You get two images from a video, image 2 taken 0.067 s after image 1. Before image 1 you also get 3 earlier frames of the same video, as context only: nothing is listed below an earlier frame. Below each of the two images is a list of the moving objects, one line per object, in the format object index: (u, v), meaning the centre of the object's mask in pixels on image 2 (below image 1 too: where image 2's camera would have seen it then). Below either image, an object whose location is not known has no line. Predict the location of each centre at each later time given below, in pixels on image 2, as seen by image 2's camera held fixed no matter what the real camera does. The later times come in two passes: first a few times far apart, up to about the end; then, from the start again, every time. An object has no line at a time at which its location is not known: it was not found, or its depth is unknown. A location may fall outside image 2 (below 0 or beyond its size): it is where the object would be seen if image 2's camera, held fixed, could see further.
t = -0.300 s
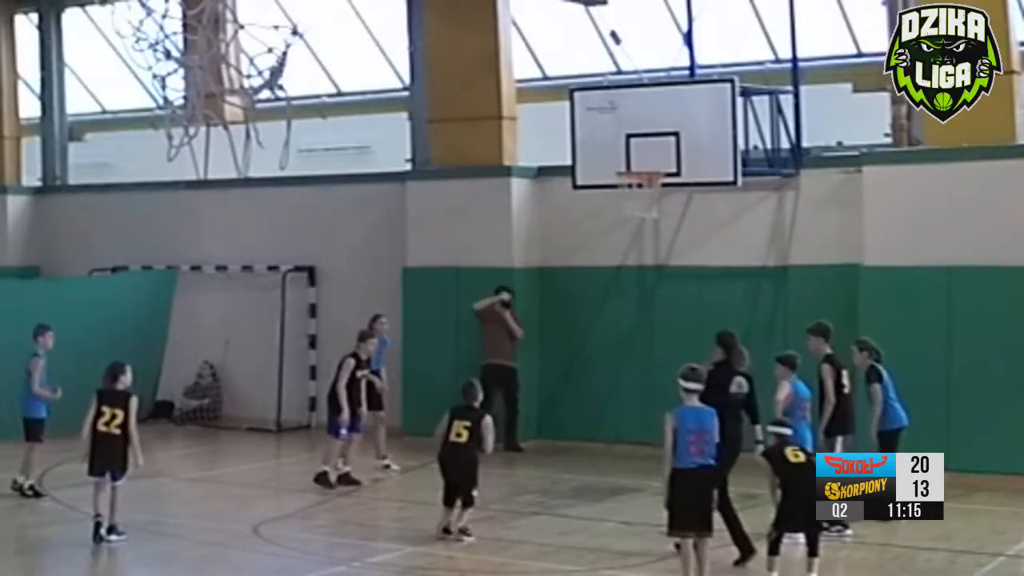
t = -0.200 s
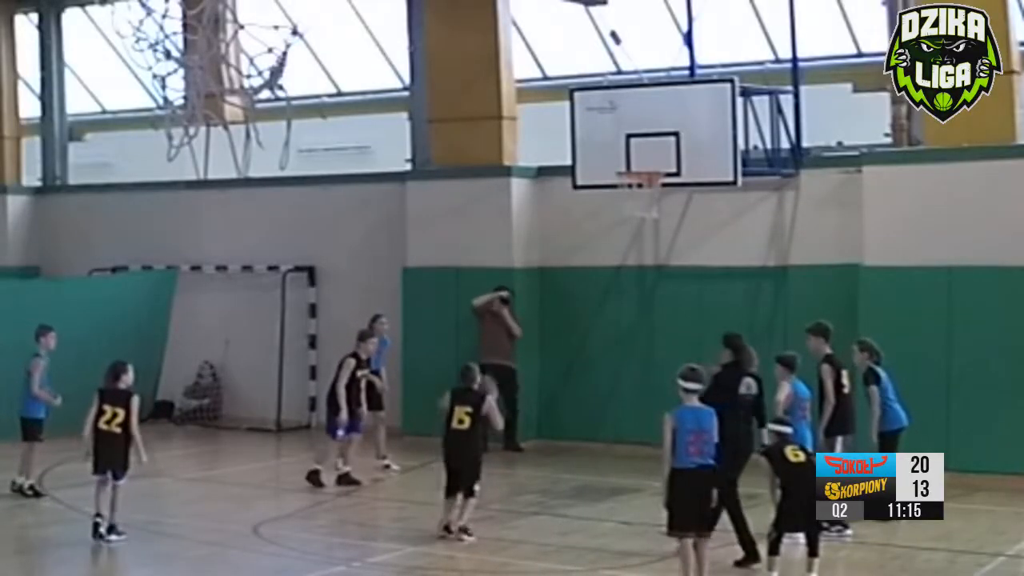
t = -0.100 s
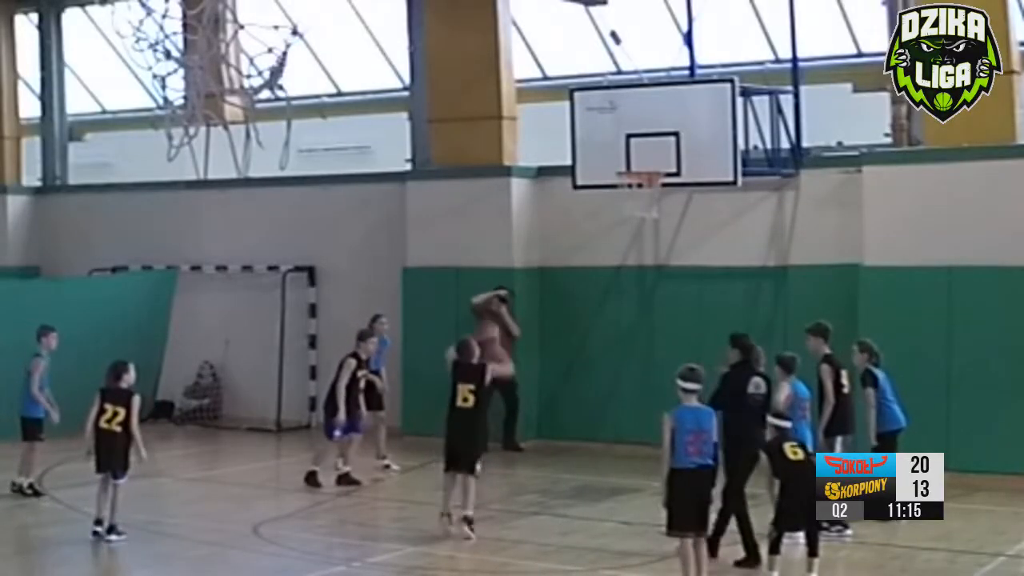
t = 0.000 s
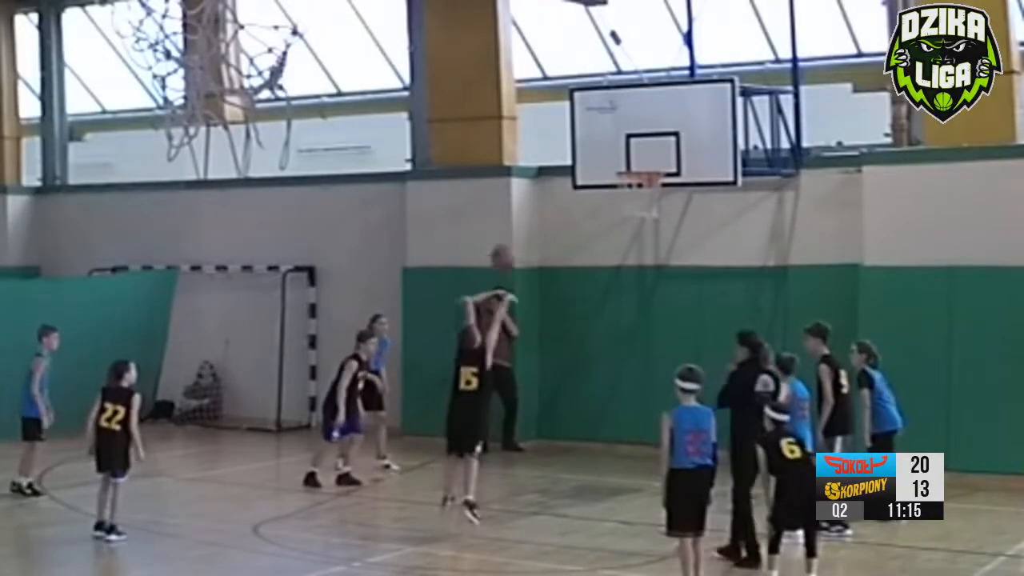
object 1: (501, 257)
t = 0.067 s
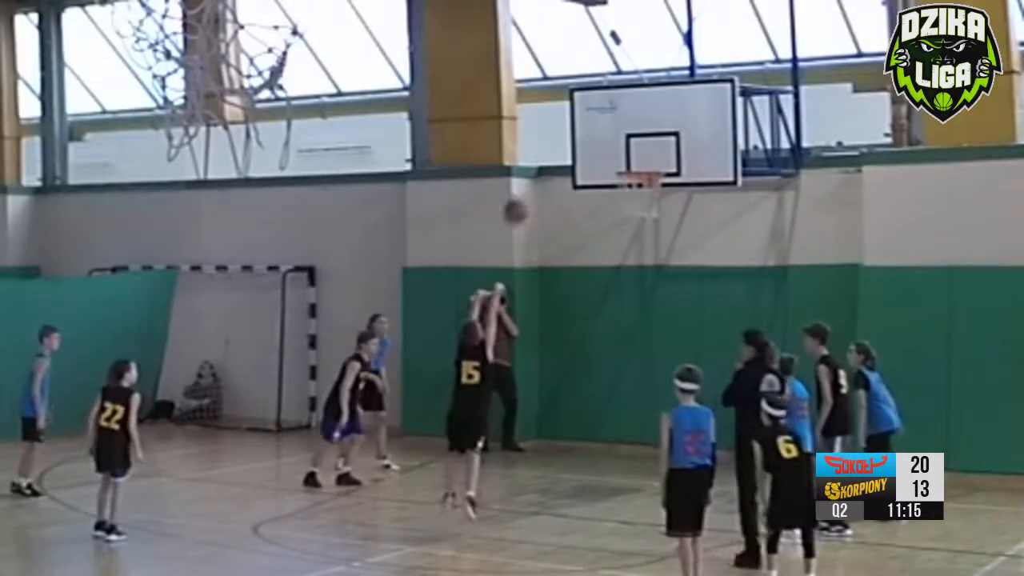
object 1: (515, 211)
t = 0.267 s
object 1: (551, 105)
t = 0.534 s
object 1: (596, 43)
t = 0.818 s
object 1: (642, 63)
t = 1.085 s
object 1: (676, 147)
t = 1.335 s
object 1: (700, 193)
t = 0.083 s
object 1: (518, 200)
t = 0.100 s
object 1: (522, 189)
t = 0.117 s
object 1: (526, 178)
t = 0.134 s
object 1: (529, 168)
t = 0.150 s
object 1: (532, 159)
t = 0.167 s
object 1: (534, 150)
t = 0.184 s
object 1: (536, 142)
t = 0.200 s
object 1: (539, 134)
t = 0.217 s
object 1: (542, 126)
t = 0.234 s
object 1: (545, 119)
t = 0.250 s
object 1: (548, 112)
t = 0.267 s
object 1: (551, 105)
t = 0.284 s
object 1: (553, 99)
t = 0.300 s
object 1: (556, 94)
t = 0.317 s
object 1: (560, 88)
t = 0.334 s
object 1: (562, 83)
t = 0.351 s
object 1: (565, 78)
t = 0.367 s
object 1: (568, 73)
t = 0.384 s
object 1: (571, 68)
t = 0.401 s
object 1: (574, 64)
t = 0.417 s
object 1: (576, 60)
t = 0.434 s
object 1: (579, 56)
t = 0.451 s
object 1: (582, 53)
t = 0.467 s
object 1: (584, 51)
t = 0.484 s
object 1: (588, 48)
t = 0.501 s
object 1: (591, 46)
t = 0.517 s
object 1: (593, 45)
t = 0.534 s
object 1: (596, 43)
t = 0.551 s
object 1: (599, 42)
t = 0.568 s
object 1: (601, 42)
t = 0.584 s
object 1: (606, 40)
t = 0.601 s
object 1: (608, 40)
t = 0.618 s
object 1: (610, 40)
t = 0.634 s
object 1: (612, 41)
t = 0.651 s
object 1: (614, 41)
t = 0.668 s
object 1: (617, 42)
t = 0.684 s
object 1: (619, 43)
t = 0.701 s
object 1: (621, 43)
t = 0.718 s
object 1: (625, 47)
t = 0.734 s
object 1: (628, 49)
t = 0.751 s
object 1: (631, 51)
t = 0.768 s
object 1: (633, 54)
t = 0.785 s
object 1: (636, 57)
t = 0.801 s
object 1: (639, 60)
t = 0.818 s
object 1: (642, 63)
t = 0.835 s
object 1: (644, 67)
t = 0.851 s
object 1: (646, 71)
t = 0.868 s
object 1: (649, 75)
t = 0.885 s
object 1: (652, 80)
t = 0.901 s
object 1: (655, 84)
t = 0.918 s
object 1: (658, 89)
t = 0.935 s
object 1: (659, 94)
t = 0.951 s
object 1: (662, 100)
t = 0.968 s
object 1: (664, 106)
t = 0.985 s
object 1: (667, 111)
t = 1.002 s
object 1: (670, 117)
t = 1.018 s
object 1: (673, 124)
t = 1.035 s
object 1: (675, 131)
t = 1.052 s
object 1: (678, 139)
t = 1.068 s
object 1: (677, 143)
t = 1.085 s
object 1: (676, 147)
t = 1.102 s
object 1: (674, 153)
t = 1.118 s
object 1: (673, 156)
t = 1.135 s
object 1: (672, 162)
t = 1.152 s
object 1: (672, 166)
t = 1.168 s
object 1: (674, 167)
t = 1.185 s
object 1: (675, 168)
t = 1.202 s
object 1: (678, 170)
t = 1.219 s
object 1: (679, 173)
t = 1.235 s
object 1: (682, 174)
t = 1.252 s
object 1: (687, 176)
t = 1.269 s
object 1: (689, 178)
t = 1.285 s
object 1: (691, 182)
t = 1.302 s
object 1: (693, 186)
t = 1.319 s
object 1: (696, 189)
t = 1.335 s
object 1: (700, 193)
